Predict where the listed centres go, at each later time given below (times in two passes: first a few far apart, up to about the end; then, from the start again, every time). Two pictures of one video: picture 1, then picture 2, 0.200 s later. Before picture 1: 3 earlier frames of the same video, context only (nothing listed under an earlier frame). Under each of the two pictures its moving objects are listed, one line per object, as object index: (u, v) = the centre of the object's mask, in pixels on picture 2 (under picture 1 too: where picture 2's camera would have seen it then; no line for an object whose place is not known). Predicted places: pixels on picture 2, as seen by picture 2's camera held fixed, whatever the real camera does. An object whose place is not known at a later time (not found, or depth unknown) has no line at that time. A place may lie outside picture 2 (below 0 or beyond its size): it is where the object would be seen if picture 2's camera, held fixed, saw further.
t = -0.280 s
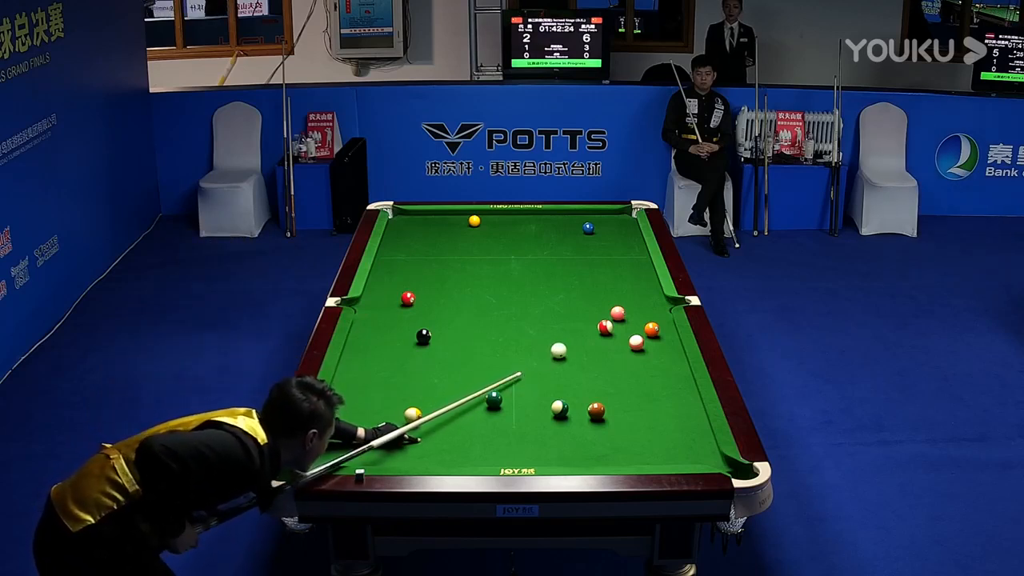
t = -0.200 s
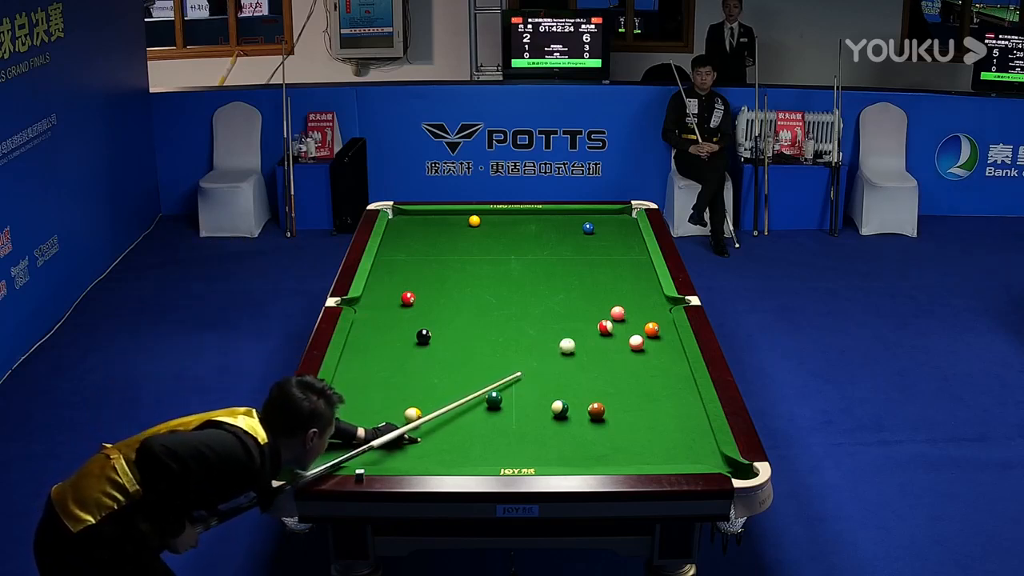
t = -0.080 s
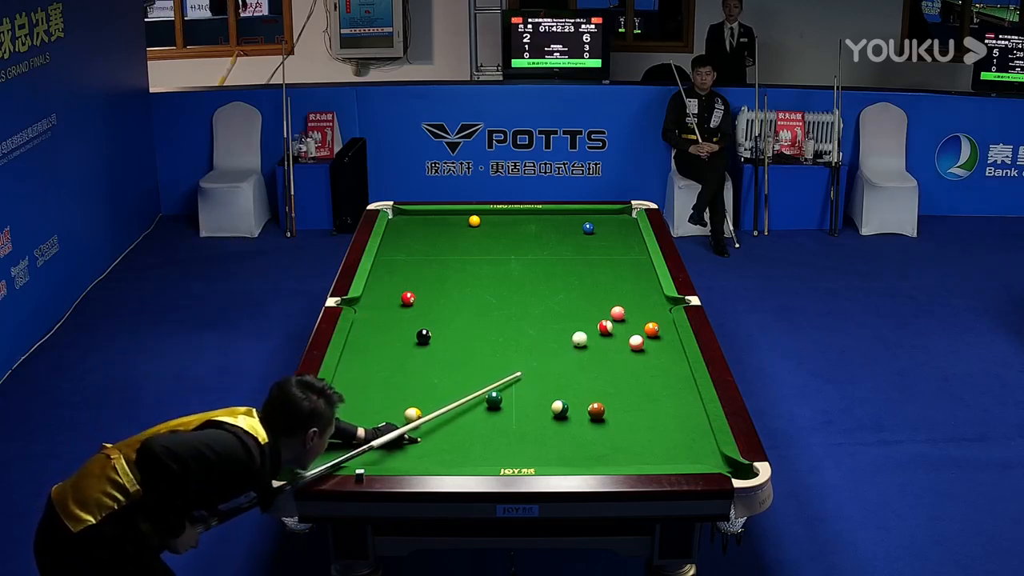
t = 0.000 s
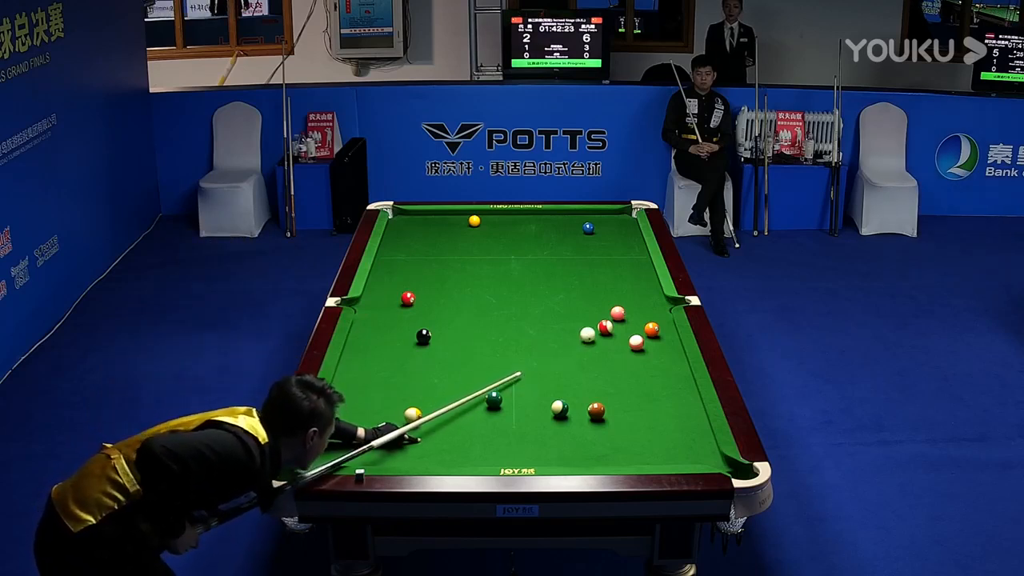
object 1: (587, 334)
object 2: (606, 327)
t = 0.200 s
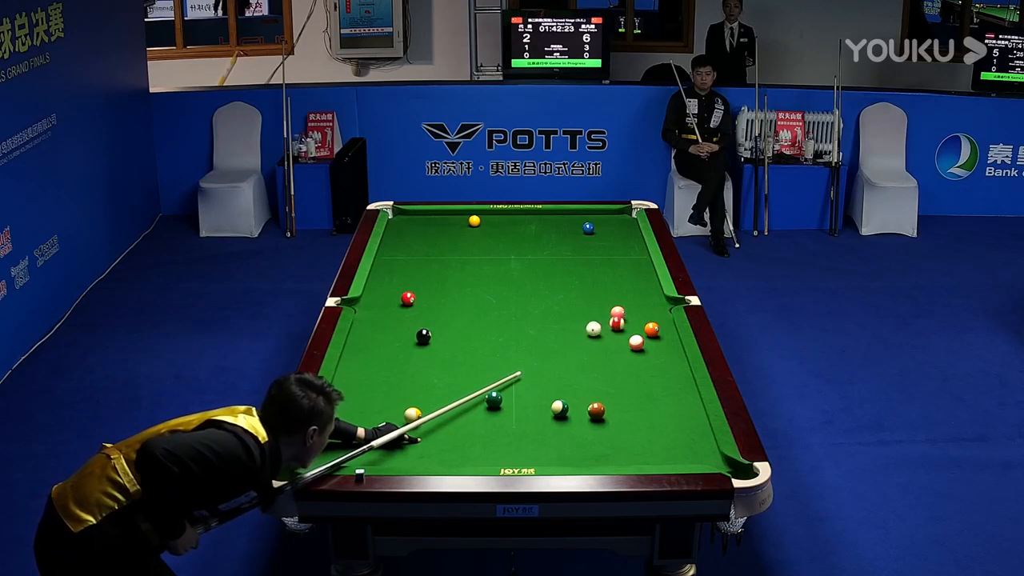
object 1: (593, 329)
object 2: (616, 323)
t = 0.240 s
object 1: (593, 328)
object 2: (619, 322)
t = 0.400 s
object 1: (594, 325)
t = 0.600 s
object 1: (594, 322)
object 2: (643, 313)
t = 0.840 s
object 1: (594, 318)
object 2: (657, 309)
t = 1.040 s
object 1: (595, 316)
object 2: (667, 305)
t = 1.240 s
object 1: (595, 314)
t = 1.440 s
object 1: (594, 312)
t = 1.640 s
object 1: (595, 311)
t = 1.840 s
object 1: (595, 310)
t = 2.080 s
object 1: (595, 309)
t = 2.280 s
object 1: (595, 309)
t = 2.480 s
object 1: (595, 309)
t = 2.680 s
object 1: (595, 309)
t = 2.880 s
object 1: (595, 309)
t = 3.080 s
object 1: (595, 309)
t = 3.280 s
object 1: (595, 309)
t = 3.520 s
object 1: (595, 309)
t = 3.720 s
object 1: (595, 309)
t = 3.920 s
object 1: (595, 309)
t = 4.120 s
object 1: (595, 309)
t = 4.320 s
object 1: (595, 309)
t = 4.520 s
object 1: (595, 309)
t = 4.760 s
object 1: (595, 309)
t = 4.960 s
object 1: (595, 309)
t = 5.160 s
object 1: (595, 309)
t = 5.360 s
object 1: (595, 309)
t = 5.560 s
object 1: (595, 309)
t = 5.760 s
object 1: (595, 309)
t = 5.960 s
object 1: (595, 309)
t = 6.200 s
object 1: (595, 309)
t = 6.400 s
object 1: (595, 309)
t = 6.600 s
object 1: (595, 309)
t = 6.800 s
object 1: (595, 309)
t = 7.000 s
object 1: (595, 309)
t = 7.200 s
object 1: (595, 309)
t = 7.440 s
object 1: (595, 309)
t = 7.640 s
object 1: (595, 309)
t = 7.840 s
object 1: (595, 309)
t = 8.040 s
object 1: (595, 309)
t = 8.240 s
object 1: (595, 309)
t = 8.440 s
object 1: (595, 309)
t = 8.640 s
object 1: (595, 309)
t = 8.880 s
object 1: (595, 309)
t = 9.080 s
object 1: (595, 309)
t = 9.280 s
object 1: (595, 309)
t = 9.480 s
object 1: (595, 309)
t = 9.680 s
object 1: (595, 309)
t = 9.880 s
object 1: (595, 309)
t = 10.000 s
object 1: (595, 309)
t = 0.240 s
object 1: (593, 328)
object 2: (619, 322)
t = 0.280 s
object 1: (594, 327)
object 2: (622, 321)
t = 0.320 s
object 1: (594, 326)
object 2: (625, 320)
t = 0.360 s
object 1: (594, 326)
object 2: (628, 319)
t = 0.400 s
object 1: (594, 325)
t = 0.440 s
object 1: (594, 324)
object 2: (632, 317)
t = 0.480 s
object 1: (594, 324)
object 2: (636, 316)
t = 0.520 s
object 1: (594, 323)
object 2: (638, 316)
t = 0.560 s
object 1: (594, 322)
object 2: (640, 315)
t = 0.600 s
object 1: (594, 322)
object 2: (643, 313)
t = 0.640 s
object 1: (594, 321)
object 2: (645, 313)
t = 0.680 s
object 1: (594, 321)
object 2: (648, 312)
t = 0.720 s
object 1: (594, 320)
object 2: (650, 311)
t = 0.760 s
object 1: (594, 319)
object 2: (652, 310)
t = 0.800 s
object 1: (594, 319)
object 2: (654, 309)
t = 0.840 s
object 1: (594, 318)
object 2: (657, 309)
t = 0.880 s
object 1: (594, 318)
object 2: (659, 308)
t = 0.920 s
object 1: (594, 318)
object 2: (661, 308)
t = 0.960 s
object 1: (595, 317)
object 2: (663, 307)
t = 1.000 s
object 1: (595, 317)
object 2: (665, 306)
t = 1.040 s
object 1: (595, 316)
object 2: (667, 305)
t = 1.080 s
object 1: (595, 316)
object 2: (669, 304)
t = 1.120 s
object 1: (595, 315)
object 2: (671, 303)
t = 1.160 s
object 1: (595, 315)
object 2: (674, 304)
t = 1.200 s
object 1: (595, 314)
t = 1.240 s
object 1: (595, 314)
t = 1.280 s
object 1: (595, 314)
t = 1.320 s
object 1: (594, 313)
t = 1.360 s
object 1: (595, 313)
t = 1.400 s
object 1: (595, 313)
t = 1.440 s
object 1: (594, 312)
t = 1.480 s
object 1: (594, 312)
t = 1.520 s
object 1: (595, 312)
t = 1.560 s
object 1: (595, 312)
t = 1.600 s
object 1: (595, 311)
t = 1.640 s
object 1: (595, 311)
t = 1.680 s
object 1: (595, 311)
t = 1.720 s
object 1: (595, 311)
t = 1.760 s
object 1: (595, 310)
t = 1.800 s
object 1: (595, 310)
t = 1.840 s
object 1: (595, 310)
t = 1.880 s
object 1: (595, 310)
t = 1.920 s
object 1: (595, 310)
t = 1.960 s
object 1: (595, 310)
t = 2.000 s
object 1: (595, 310)
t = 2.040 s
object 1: (595, 309)
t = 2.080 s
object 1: (595, 309)
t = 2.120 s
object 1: (595, 309)
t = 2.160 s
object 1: (595, 309)
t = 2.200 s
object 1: (595, 309)
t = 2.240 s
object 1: (595, 309)
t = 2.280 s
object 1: (595, 309)
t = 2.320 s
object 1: (595, 309)
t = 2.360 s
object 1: (595, 309)
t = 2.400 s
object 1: (595, 309)
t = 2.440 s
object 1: (595, 309)
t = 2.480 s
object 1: (595, 309)
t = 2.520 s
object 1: (595, 309)
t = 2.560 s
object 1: (595, 309)
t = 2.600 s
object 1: (595, 309)
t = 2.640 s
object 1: (595, 309)
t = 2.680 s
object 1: (595, 309)
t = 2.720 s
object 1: (595, 309)
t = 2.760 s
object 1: (595, 309)
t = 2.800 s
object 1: (595, 309)
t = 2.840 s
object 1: (595, 309)
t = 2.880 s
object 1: (595, 309)
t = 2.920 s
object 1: (595, 309)
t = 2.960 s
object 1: (595, 309)
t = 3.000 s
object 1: (595, 309)
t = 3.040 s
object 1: (595, 309)
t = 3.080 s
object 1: (595, 309)
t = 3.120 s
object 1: (595, 309)
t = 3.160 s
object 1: (595, 309)
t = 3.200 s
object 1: (595, 309)
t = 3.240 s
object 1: (595, 309)
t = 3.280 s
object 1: (595, 309)
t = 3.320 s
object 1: (595, 309)
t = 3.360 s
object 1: (595, 309)
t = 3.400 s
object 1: (595, 309)
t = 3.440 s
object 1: (595, 309)
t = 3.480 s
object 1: (595, 309)
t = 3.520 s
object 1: (595, 309)
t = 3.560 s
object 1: (595, 309)
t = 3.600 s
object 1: (595, 309)
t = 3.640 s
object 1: (595, 309)
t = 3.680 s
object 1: (595, 309)
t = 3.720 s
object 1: (595, 309)
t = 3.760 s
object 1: (595, 309)
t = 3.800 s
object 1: (595, 309)
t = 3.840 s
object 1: (595, 309)
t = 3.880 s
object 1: (595, 309)
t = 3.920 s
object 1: (595, 309)
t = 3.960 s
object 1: (595, 309)
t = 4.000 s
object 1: (595, 309)
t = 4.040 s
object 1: (595, 309)
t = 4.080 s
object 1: (595, 309)
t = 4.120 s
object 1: (595, 309)
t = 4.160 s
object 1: (595, 309)
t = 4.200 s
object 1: (595, 309)
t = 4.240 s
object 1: (595, 309)
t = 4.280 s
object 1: (595, 309)
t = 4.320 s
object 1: (595, 309)
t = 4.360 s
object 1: (595, 309)
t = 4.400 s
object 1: (595, 309)
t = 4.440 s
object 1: (595, 309)
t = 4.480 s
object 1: (595, 309)
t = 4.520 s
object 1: (595, 309)
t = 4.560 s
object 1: (595, 309)
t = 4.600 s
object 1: (595, 309)
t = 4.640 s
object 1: (595, 309)
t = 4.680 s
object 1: (595, 309)
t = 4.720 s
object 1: (595, 309)
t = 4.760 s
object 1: (595, 309)
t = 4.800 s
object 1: (595, 309)
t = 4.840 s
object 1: (595, 309)
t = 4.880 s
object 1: (595, 309)
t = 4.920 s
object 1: (595, 309)
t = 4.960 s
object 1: (595, 309)
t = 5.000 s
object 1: (595, 309)
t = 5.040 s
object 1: (595, 309)
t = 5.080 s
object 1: (595, 309)
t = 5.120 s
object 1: (595, 309)
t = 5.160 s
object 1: (595, 309)
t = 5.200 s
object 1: (595, 309)
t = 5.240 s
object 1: (595, 309)
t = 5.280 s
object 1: (595, 309)
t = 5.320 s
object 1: (595, 309)
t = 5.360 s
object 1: (595, 309)
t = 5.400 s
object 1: (595, 309)
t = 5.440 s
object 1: (595, 309)
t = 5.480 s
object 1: (595, 309)
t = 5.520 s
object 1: (595, 309)
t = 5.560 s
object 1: (595, 309)
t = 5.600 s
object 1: (595, 309)
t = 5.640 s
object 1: (595, 309)
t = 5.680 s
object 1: (595, 309)
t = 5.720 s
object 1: (595, 309)
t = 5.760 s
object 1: (595, 309)
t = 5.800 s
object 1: (595, 309)
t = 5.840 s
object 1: (595, 309)
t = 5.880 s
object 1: (595, 309)
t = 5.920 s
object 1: (595, 309)
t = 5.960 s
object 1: (595, 309)
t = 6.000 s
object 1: (595, 309)
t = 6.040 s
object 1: (595, 309)
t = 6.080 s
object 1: (595, 309)
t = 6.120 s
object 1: (595, 309)
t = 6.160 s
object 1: (595, 309)
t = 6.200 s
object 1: (595, 309)
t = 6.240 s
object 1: (595, 309)
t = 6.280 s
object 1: (595, 309)
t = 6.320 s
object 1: (595, 309)
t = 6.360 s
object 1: (595, 309)
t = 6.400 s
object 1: (595, 309)
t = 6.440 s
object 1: (595, 309)
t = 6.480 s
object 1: (595, 309)
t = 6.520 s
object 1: (595, 309)
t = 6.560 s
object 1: (595, 309)
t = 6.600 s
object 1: (595, 309)
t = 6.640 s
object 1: (595, 309)
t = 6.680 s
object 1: (595, 309)
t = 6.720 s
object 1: (595, 309)
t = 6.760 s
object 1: (595, 309)
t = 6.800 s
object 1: (595, 309)
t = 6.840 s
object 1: (595, 309)
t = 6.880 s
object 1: (595, 309)
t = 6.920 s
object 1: (595, 309)
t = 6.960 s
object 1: (595, 309)
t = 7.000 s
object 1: (595, 309)
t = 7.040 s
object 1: (595, 309)
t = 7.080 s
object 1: (595, 309)
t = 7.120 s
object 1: (595, 309)
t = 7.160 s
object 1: (595, 309)
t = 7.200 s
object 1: (595, 309)
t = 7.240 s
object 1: (595, 309)
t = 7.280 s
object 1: (595, 309)
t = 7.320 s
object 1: (595, 309)
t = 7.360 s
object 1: (595, 309)
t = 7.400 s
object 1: (595, 309)
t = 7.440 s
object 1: (595, 309)
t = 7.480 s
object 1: (595, 309)
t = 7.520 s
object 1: (595, 309)
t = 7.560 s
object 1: (595, 309)
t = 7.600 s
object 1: (595, 309)
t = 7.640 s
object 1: (595, 309)
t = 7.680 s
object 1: (595, 309)
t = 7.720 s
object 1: (595, 309)
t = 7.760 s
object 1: (595, 309)
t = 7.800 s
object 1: (595, 309)
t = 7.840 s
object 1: (595, 309)
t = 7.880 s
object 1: (595, 309)
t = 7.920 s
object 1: (595, 309)
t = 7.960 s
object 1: (595, 309)
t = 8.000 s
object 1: (595, 309)
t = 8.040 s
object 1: (595, 309)
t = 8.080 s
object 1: (595, 309)
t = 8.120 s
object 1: (595, 309)
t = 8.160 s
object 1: (595, 309)
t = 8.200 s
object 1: (595, 309)
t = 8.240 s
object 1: (595, 309)
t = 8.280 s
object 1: (595, 309)
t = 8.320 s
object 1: (595, 309)
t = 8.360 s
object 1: (595, 309)
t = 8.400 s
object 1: (595, 309)
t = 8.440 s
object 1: (595, 309)
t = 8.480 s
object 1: (595, 309)
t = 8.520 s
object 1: (595, 309)
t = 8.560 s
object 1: (595, 309)
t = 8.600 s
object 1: (595, 309)
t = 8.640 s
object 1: (595, 309)
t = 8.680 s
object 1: (595, 309)
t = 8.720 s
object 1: (595, 309)
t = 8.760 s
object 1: (595, 309)
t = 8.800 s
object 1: (595, 309)
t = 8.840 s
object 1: (595, 309)
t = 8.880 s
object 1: (595, 309)
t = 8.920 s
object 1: (595, 309)
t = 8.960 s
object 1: (595, 309)
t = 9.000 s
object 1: (595, 309)
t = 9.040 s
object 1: (595, 309)
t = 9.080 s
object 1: (595, 309)
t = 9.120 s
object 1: (595, 309)
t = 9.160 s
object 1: (595, 309)
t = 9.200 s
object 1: (595, 309)
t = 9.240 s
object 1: (595, 309)
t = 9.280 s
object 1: (595, 309)
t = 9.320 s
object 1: (595, 309)
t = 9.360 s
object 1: (595, 309)
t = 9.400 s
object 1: (595, 309)
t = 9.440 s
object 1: (595, 309)
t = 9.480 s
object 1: (595, 309)
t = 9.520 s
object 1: (595, 309)
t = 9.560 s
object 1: (595, 309)
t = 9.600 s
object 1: (595, 309)
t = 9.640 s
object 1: (595, 309)
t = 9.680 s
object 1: (595, 309)
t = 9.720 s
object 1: (595, 309)
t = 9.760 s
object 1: (595, 309)
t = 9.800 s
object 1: (595, 309)
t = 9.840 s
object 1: (595, 309)
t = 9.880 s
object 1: (595, 309)
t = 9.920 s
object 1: (595, 309)
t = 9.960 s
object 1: (595, 309)
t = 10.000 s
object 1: (595, 309)
